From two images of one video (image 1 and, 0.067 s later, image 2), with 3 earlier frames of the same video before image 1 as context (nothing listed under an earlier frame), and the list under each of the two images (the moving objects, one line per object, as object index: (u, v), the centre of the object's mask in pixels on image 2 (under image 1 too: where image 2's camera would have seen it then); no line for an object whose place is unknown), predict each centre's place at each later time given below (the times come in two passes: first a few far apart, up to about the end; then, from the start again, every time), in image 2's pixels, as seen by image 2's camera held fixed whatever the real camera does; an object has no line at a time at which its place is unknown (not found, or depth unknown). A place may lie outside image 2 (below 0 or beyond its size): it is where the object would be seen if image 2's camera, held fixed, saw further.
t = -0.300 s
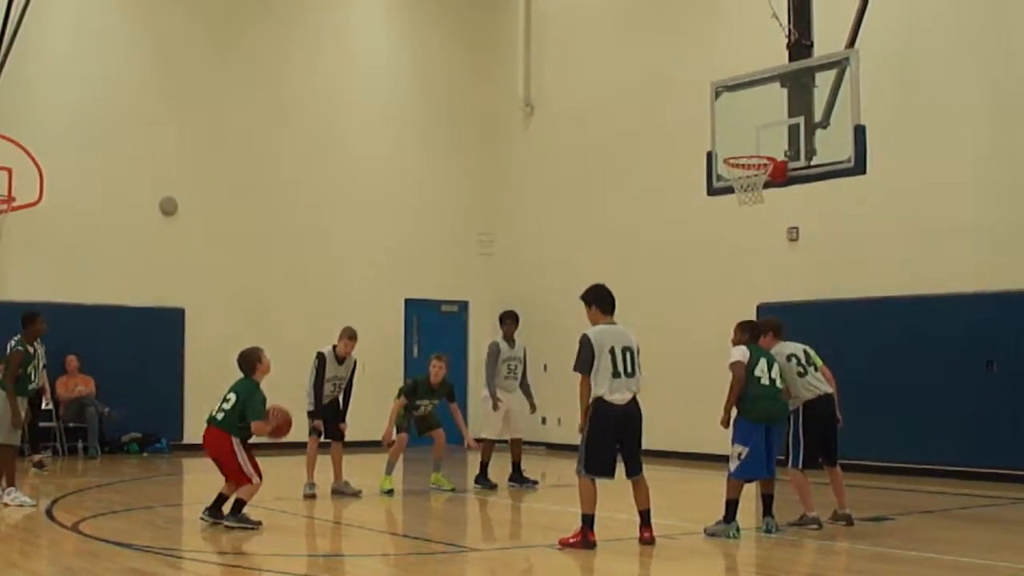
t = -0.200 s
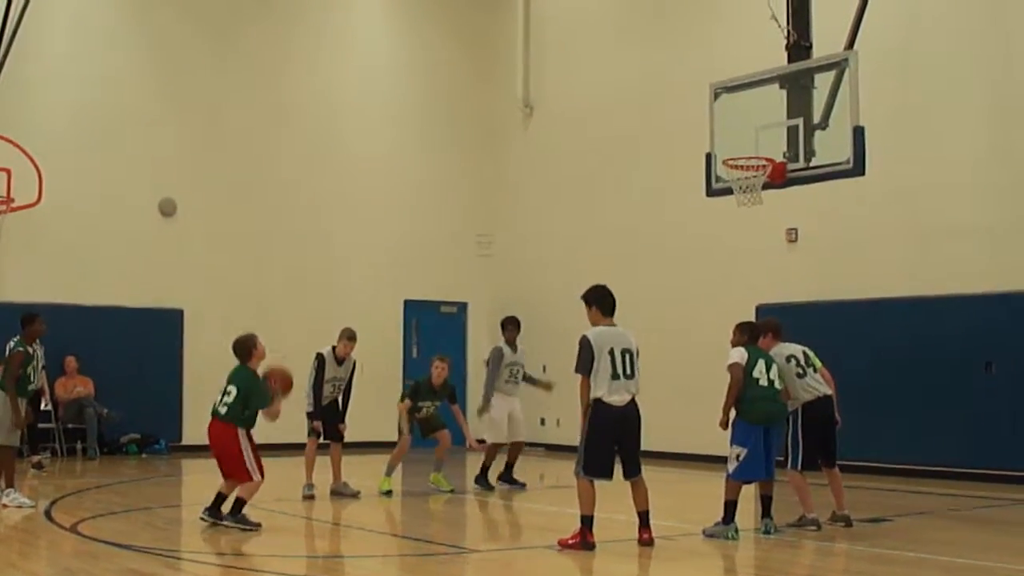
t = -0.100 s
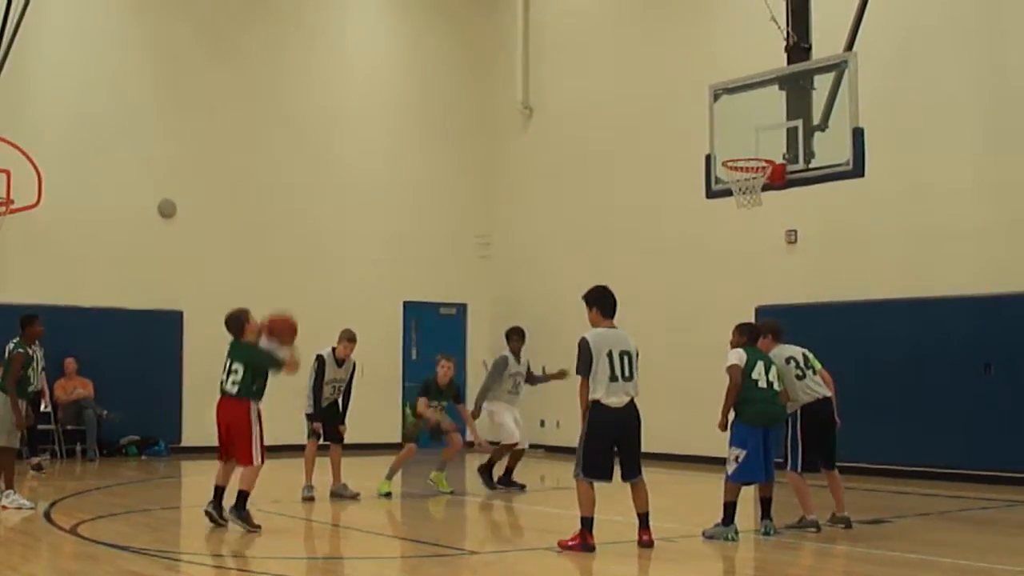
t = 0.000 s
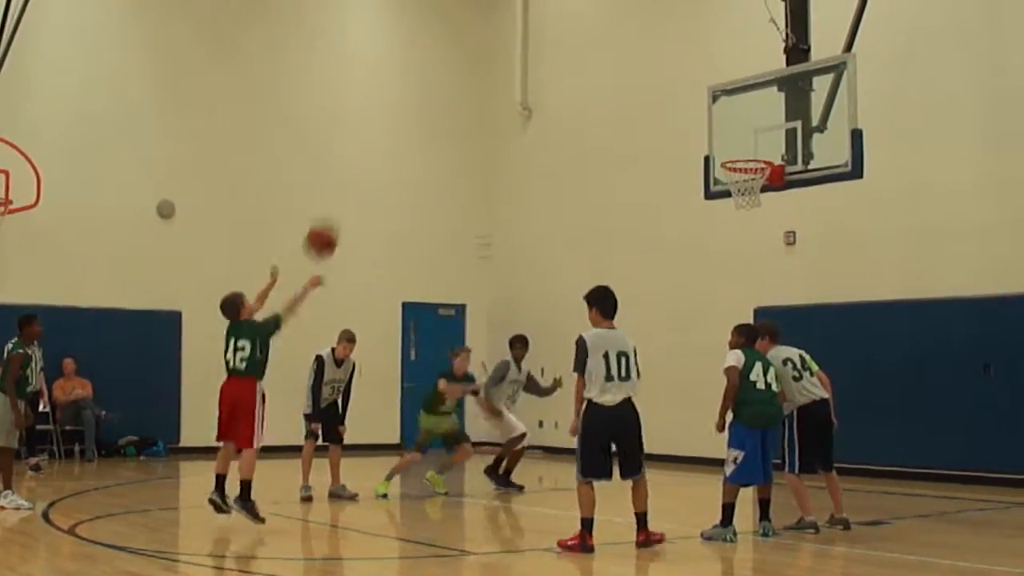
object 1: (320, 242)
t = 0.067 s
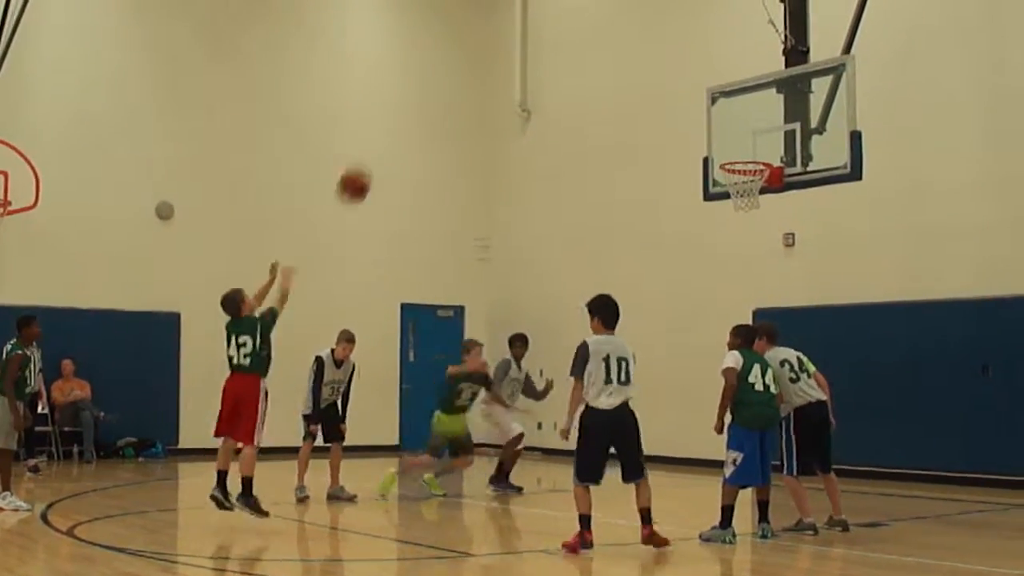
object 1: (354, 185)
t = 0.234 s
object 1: (431, 80)
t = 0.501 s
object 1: (541, 2)
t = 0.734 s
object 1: (625, 0)
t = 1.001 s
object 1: (710, 67)
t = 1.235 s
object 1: (766, 138)
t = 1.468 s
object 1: (764, 70)
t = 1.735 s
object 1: (758, 66)
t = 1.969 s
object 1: (754, 124)
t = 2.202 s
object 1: (746, 231)
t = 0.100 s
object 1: (370, 160)
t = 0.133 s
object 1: (386, 137)
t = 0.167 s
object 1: (402, 116)
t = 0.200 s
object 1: (417, 96)
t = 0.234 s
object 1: (431, 80)
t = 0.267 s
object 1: (446, 64)
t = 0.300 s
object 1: (461, 49)
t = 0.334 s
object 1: (475, 37)
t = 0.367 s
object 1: (489, 25)
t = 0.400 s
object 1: (502, 16)
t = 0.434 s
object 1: (515, 8)
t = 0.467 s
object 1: (528, 4)
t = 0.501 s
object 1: (541, 2)
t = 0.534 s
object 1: (553, 0)
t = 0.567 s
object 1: (566, -2)
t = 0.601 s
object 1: (578, -2)
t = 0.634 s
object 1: (590, -3)
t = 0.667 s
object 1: (602, -3)
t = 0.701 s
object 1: (613, -2)
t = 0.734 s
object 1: (625, 0)
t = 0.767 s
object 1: (636, 2)
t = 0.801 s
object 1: (647, 7)
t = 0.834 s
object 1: (658, 15)
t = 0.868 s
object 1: (668, 23)
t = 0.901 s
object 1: (679, 33)
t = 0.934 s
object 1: (690, 43)
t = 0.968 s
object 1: (700, 55)
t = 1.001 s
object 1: (710, 67)
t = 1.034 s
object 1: (720, 80)
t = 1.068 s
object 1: (730, 96)
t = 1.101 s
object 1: (740, 112)
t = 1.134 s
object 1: (750, 128)
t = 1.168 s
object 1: (759, 145)
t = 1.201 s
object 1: (765, 153)
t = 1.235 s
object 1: (766, 138)
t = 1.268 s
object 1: (767, 124)
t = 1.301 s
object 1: (767, 111)
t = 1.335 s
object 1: (768, 101)
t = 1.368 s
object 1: (768, 90)
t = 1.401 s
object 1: (767, 83)
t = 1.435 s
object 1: (766, 76)
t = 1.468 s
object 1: (764, 70)
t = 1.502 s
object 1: (763, 65)
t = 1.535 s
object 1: (763, 62)
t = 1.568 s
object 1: (762, 60)
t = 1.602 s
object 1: (761, 59)
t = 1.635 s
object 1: (761, 59)
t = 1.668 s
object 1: (760, 60)
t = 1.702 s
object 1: (759, 62)
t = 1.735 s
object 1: (758, 66)
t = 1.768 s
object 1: (758, 71)
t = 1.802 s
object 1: (757, 76)
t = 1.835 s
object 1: (756, 83)
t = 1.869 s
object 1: (755, 93)
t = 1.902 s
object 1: (755, 101)
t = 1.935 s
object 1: (755, 112)
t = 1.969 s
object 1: (754, 124)
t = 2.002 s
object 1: (753, 136)
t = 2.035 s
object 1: (752, 150)
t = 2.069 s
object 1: (753, 163)
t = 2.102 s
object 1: (753, 184)
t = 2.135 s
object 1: (751, 201)
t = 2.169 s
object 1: (748, 217)
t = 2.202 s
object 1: (746, 231)
